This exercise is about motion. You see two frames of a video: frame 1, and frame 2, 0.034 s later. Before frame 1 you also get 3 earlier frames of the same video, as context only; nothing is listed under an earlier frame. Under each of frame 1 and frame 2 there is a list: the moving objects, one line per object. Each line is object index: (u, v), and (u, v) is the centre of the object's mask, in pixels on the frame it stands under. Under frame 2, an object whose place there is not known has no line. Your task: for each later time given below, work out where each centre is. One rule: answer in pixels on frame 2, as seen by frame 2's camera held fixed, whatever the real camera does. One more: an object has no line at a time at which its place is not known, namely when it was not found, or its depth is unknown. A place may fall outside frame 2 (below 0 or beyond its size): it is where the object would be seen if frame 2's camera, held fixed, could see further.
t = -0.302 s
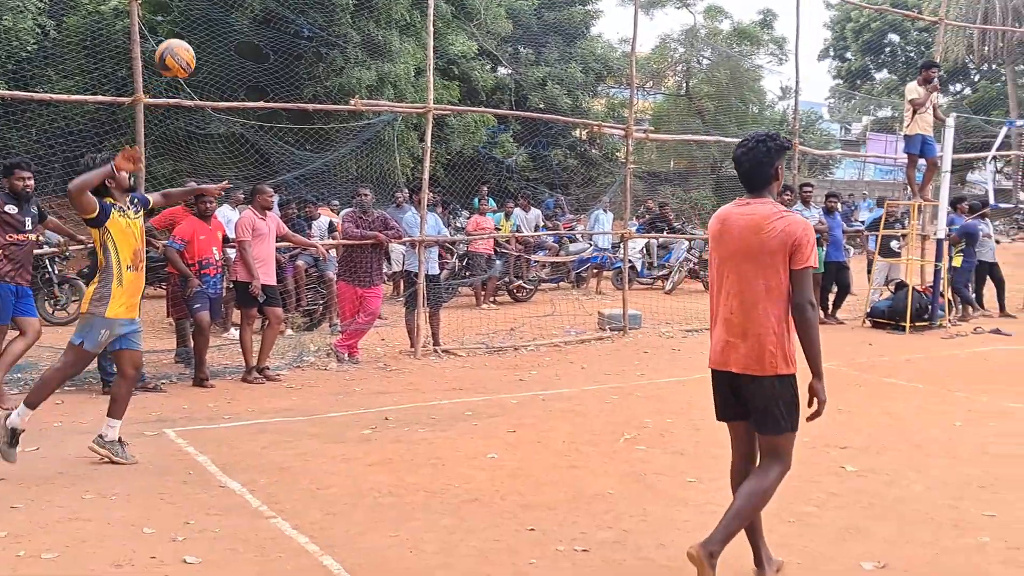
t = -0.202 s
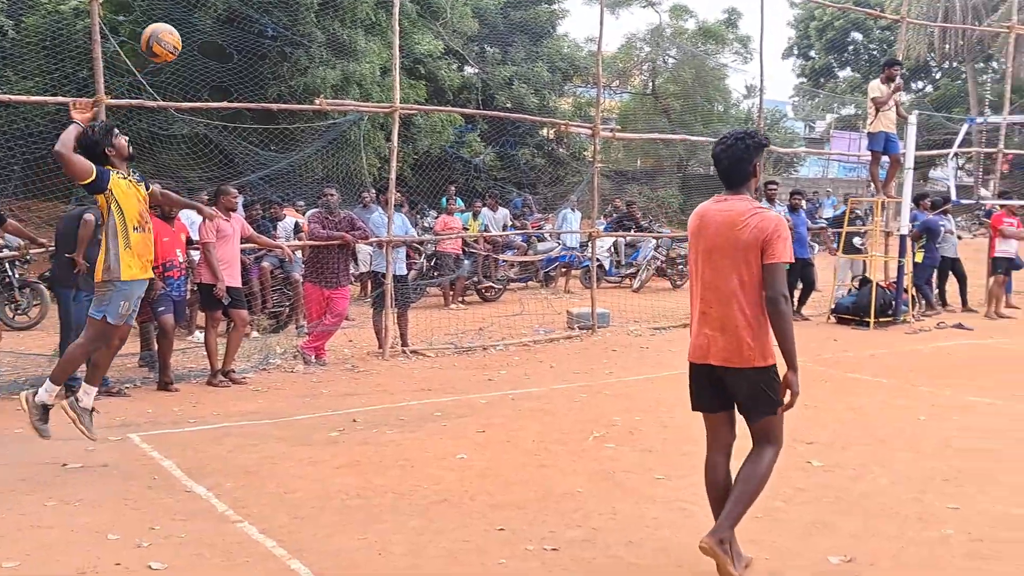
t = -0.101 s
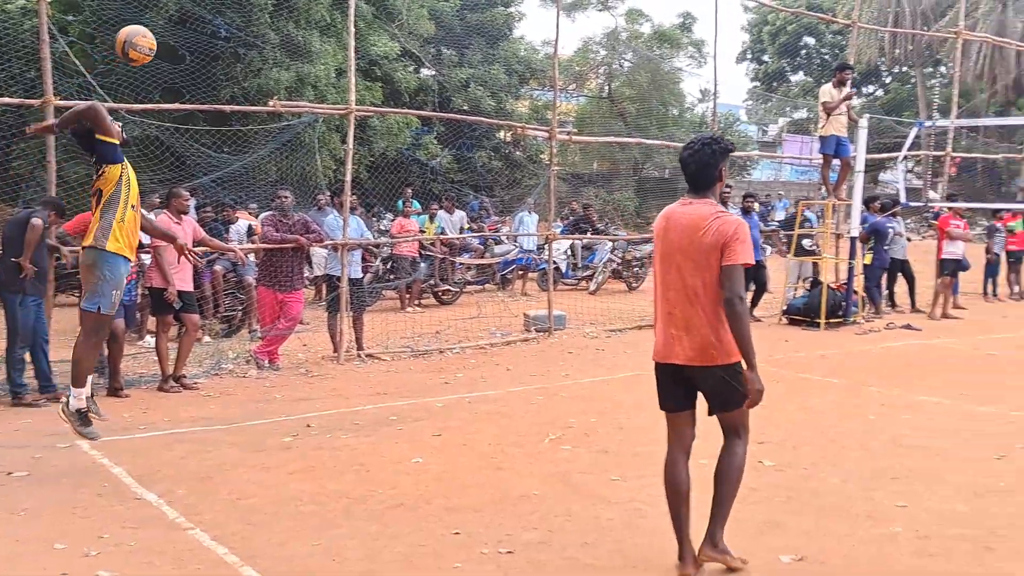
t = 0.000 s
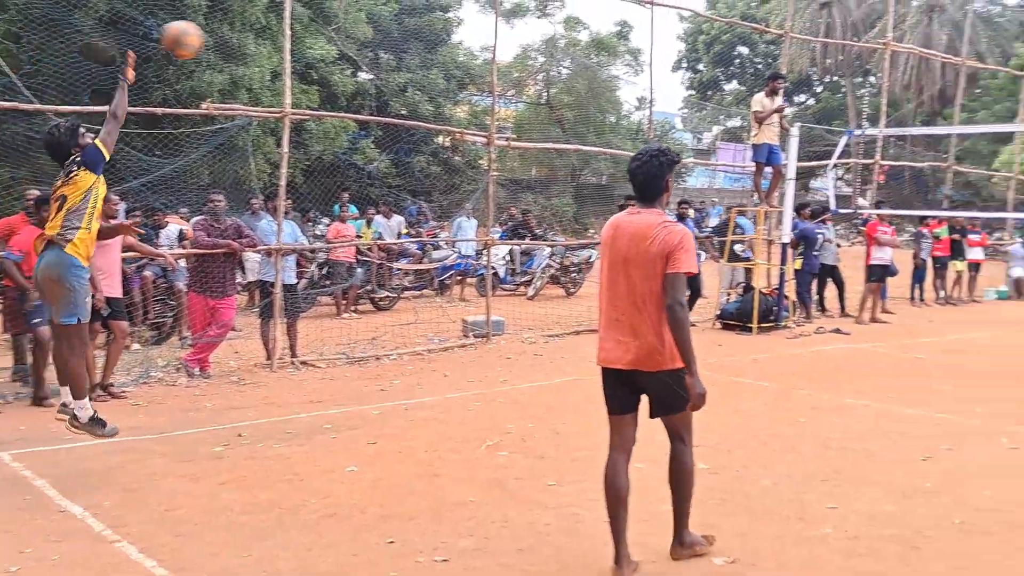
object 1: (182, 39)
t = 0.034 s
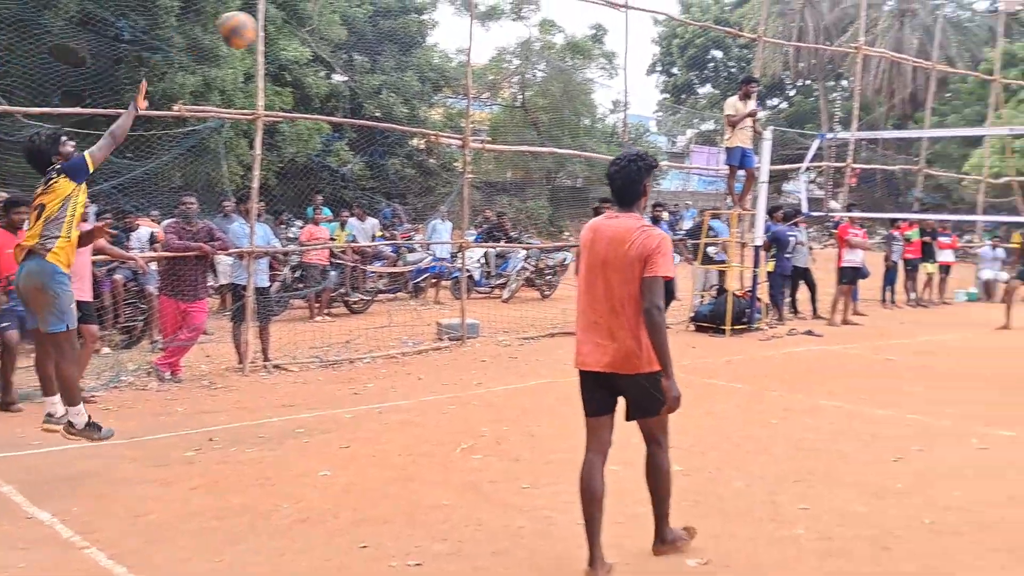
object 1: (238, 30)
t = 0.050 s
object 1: (277, 26)
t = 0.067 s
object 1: (311, 21)
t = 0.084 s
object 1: (346, 18)
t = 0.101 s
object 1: (376, 16)
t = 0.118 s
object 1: (405, 13)
